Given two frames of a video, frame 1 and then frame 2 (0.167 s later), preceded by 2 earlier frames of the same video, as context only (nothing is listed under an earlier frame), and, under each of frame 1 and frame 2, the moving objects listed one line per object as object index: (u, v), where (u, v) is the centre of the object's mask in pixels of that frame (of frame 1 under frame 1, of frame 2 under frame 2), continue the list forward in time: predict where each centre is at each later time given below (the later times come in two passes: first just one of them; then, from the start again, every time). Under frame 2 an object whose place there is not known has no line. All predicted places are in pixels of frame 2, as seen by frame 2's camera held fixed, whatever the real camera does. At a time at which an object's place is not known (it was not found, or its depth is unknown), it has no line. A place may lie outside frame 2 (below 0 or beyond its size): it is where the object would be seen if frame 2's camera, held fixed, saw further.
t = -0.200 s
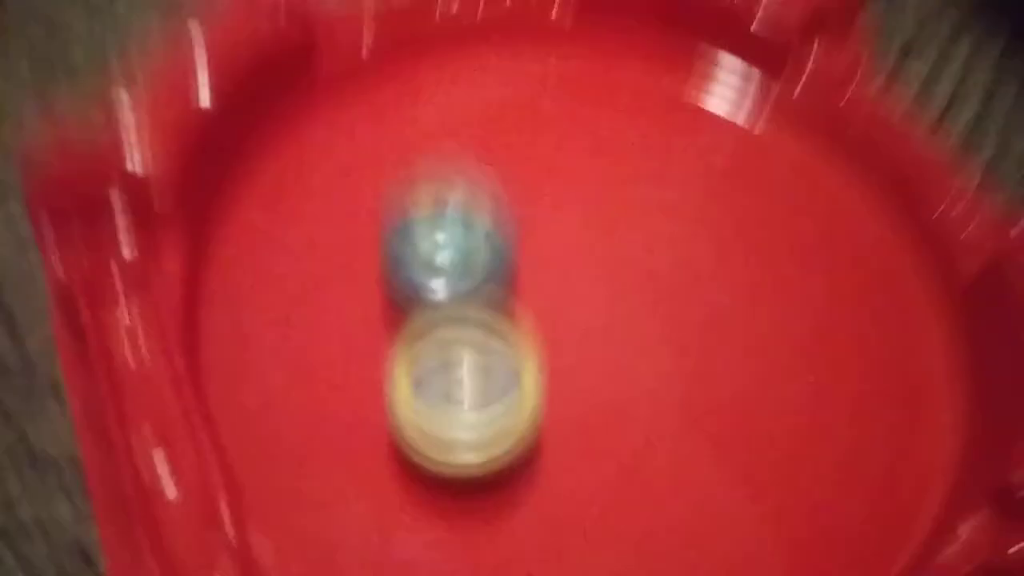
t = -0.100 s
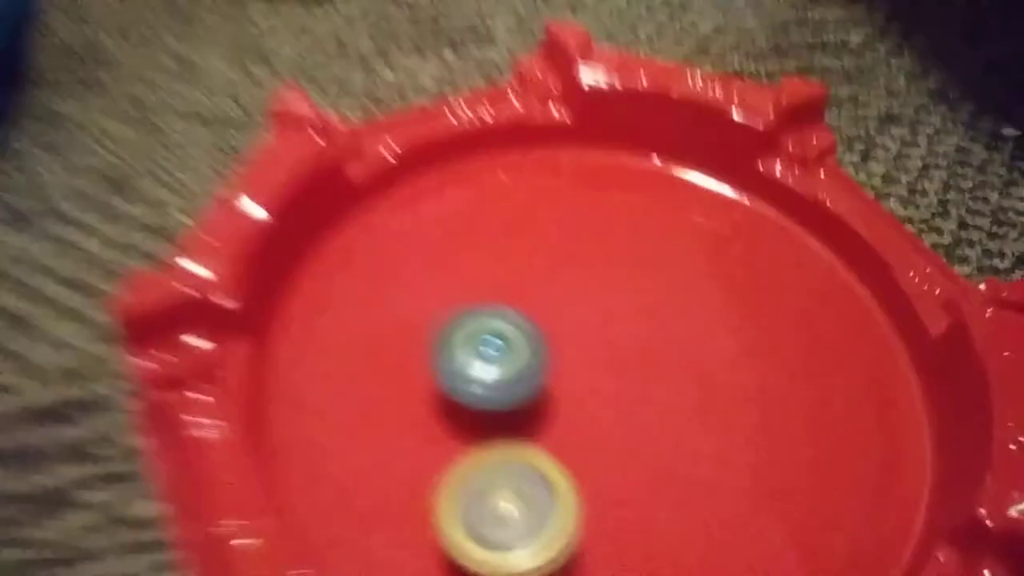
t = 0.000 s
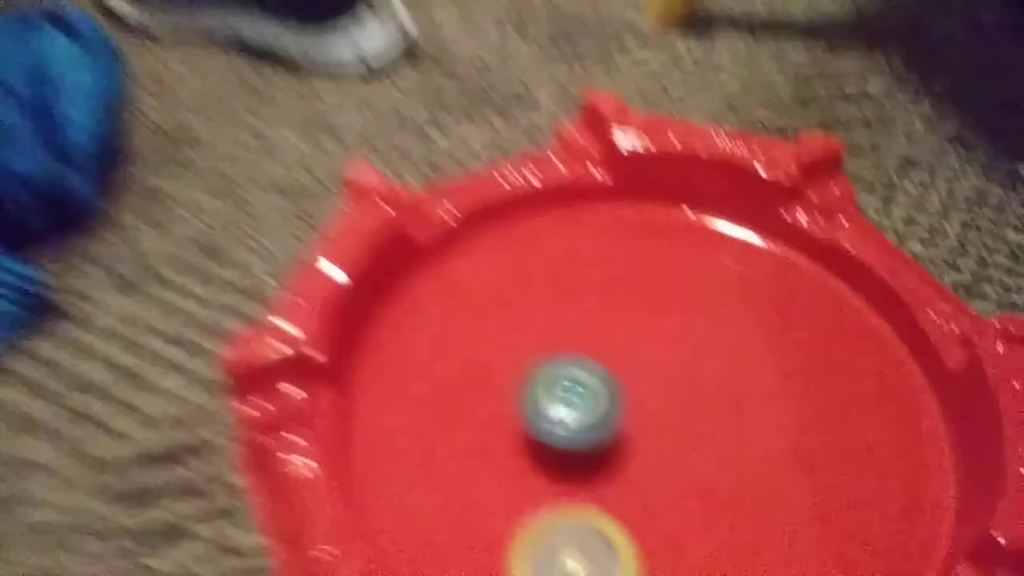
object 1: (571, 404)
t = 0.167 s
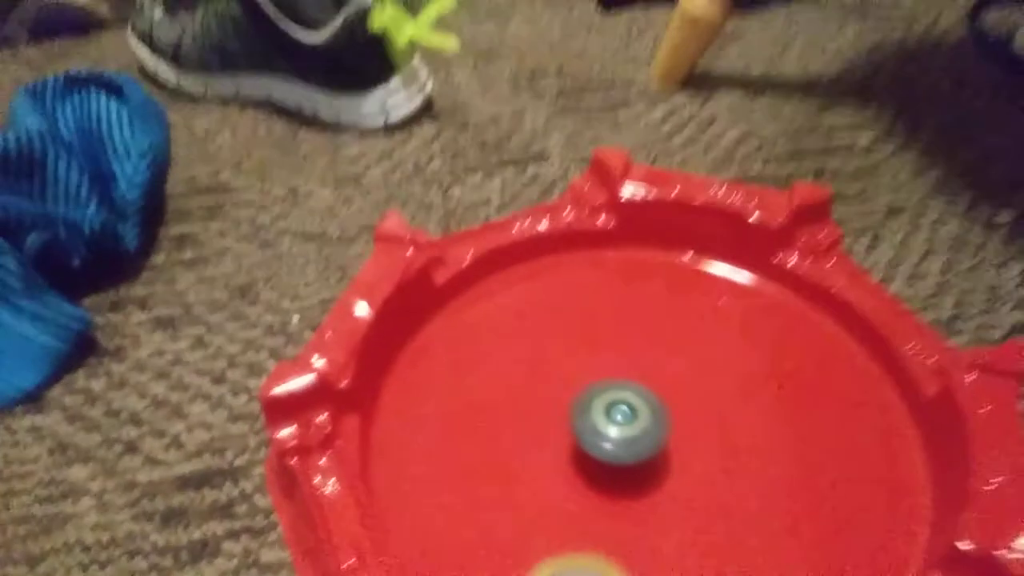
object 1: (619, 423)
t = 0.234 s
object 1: (633, 415)
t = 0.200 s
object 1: (627, 419)
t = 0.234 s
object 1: (633, 415)
